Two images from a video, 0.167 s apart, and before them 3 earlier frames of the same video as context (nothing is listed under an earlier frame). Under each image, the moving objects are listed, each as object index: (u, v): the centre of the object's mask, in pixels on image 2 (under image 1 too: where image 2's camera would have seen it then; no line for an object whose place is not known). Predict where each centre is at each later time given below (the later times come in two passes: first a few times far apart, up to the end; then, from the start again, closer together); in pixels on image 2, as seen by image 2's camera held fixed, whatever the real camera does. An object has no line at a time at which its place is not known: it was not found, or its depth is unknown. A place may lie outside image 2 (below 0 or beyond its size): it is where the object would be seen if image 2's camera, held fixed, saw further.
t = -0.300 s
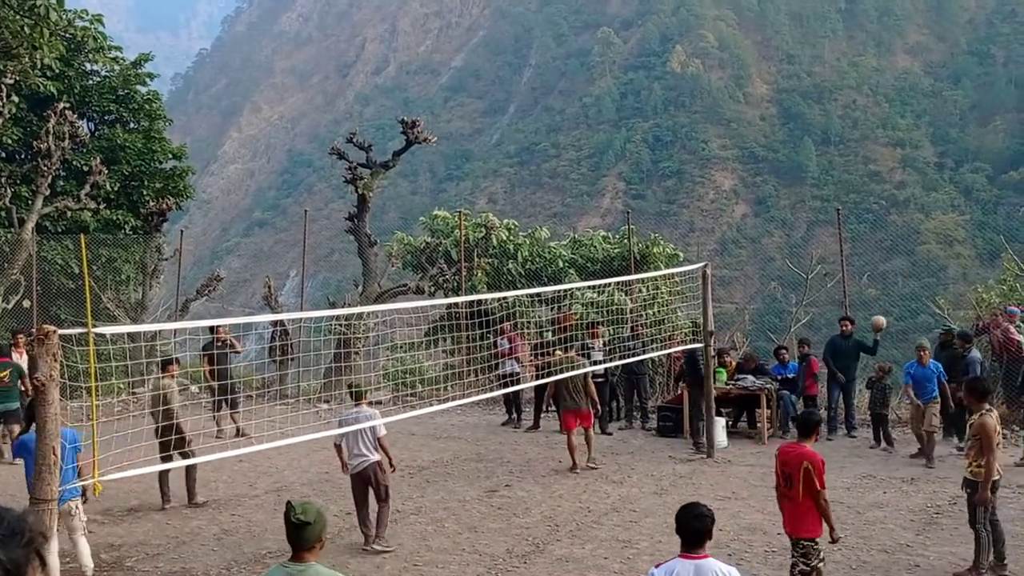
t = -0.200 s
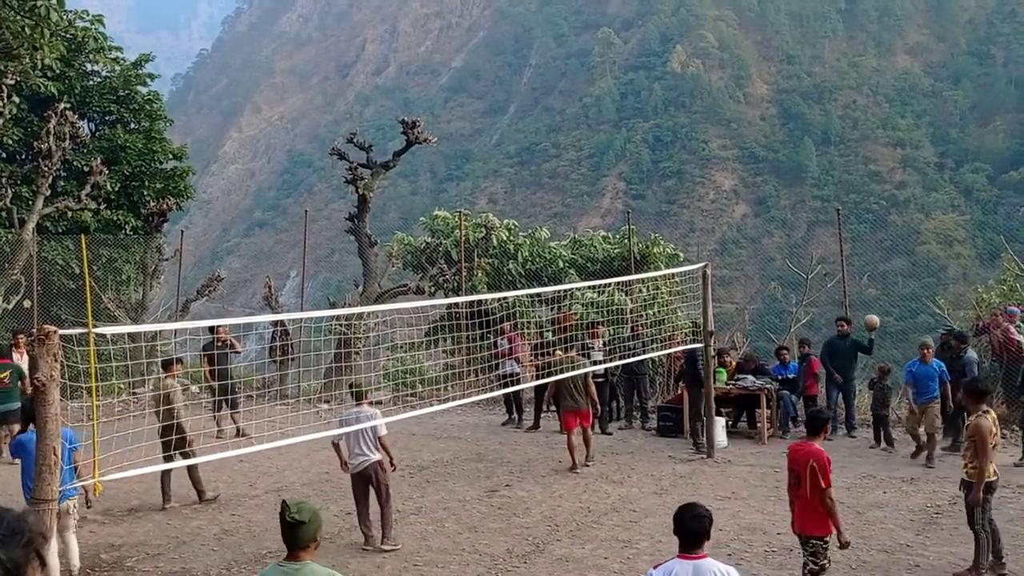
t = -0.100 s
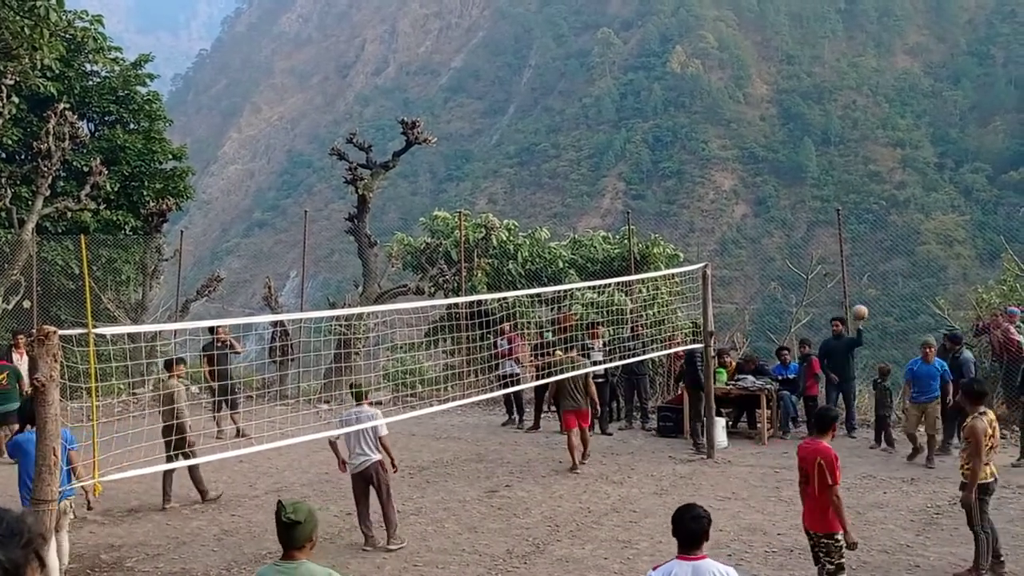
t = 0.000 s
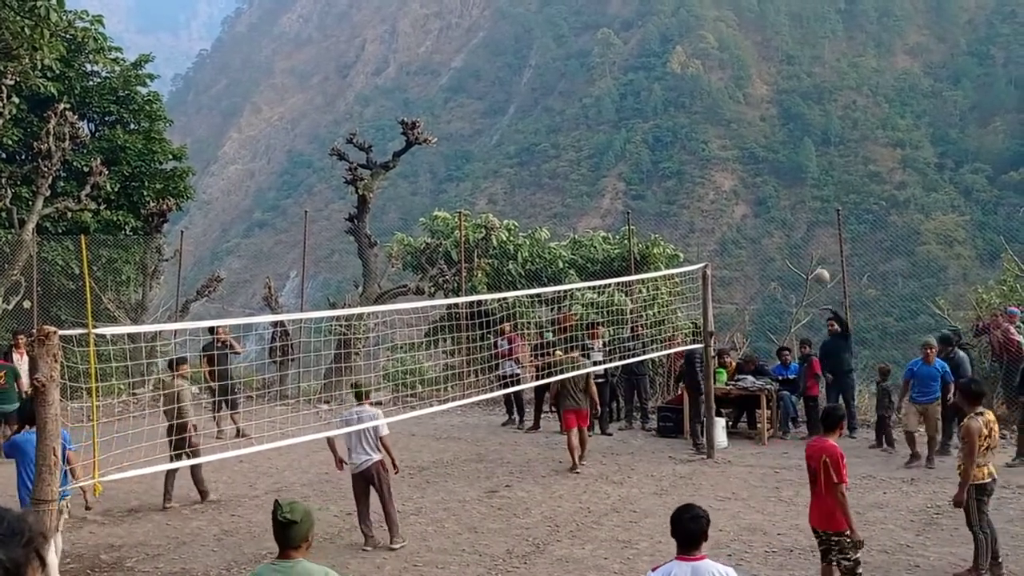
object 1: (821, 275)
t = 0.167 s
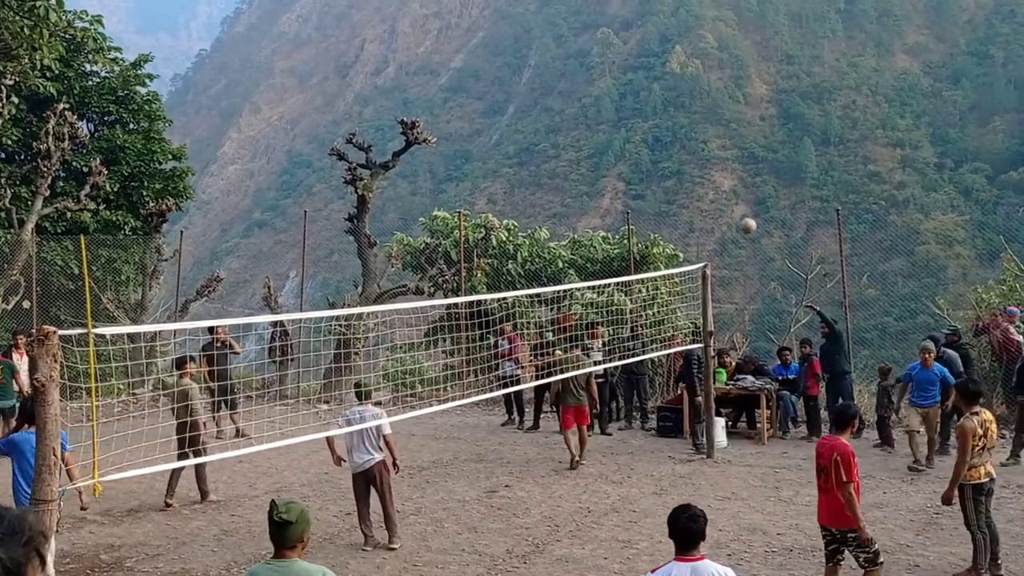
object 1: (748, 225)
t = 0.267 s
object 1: (704, 205)
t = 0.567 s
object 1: (578, 185)
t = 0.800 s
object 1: (482, 213)
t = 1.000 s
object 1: (402, 272)
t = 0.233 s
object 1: (719, 211)
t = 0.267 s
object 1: (704, 205)
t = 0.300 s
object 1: (690, 200)
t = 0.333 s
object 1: (676, 195)
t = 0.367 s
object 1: (662, 191)
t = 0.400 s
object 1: (647, 186)
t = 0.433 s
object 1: (634, 185)
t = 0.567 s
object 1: (578, 185)
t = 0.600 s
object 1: (564, 186)
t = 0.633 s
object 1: (550, 189)
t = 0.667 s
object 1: (537, 193)
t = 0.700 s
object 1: (523, 197)
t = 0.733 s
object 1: (509, 202)
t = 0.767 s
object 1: (495, 208)
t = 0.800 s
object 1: (482, 213)
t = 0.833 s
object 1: (468, 222)
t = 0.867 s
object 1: (456, 230)
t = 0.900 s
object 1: (442, 238)
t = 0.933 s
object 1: (429, 249)
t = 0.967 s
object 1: (416, 261)
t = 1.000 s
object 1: (402, 272)
